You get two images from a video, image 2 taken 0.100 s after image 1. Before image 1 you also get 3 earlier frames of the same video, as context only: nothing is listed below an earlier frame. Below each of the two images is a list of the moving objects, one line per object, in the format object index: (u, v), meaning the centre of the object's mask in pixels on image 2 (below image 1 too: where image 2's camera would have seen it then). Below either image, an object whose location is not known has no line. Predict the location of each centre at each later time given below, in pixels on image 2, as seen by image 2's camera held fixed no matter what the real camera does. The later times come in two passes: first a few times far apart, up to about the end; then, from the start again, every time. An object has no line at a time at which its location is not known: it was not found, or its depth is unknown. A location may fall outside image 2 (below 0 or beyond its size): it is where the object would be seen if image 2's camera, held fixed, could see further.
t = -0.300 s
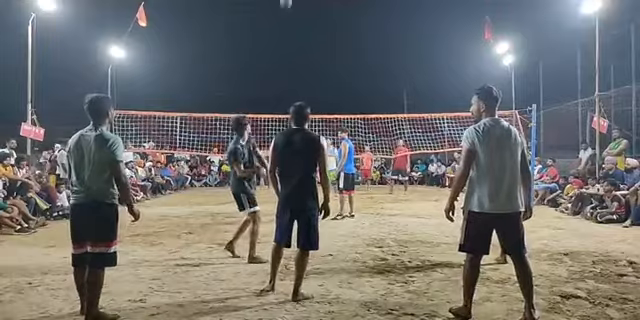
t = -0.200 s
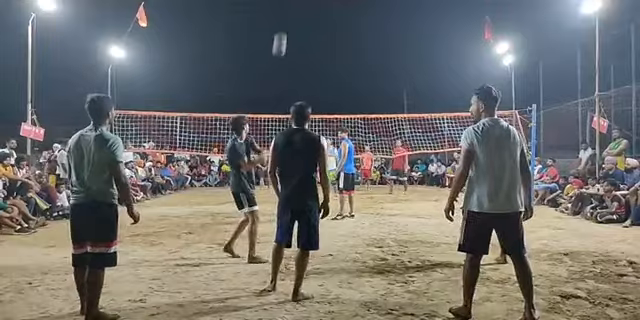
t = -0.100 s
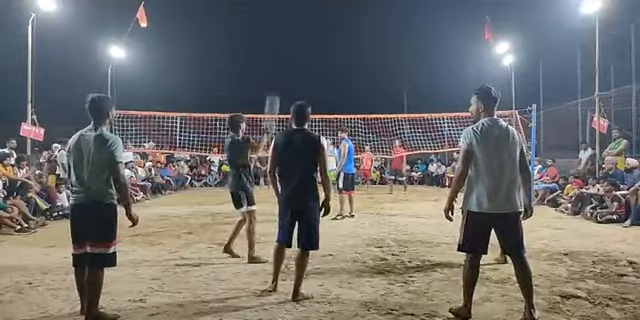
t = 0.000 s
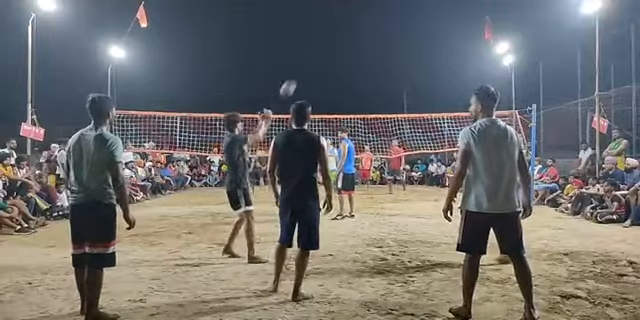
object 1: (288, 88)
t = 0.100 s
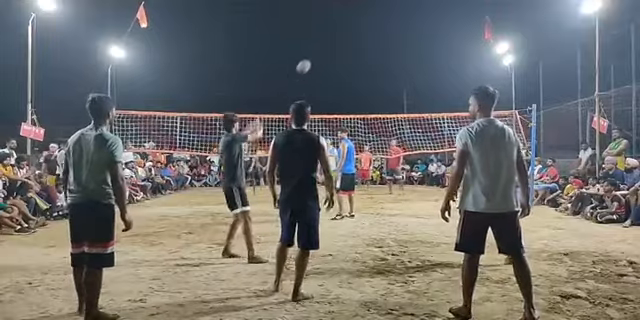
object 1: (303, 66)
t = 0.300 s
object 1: (327, 49)
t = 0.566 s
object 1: (349, 61)
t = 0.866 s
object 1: (365, 100)
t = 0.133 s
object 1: (307, 62)
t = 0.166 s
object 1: (313, 57)
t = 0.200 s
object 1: (316, 54)
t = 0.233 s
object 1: (320, 52)
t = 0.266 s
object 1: (323, 50)
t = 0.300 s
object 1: (327, 49)
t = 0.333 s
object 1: (330, 49)
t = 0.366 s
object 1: (333, 50)
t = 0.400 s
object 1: (336, 50)
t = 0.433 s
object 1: (339, 52)
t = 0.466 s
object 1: (342, 54)
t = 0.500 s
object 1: (344, 56)
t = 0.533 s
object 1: (347, 58)
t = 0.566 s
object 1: (349, 61)
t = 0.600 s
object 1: (351, 65)
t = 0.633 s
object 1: (353, 68)
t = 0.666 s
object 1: (355, 73)
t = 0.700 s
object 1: (357, 76)
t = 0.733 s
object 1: (359, 80)
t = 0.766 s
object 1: (360, 85)
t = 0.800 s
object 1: (362, 90)
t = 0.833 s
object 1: (363, 94)
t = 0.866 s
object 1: (365, 100)
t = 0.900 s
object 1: (367, 105)
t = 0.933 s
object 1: (368, 110)
